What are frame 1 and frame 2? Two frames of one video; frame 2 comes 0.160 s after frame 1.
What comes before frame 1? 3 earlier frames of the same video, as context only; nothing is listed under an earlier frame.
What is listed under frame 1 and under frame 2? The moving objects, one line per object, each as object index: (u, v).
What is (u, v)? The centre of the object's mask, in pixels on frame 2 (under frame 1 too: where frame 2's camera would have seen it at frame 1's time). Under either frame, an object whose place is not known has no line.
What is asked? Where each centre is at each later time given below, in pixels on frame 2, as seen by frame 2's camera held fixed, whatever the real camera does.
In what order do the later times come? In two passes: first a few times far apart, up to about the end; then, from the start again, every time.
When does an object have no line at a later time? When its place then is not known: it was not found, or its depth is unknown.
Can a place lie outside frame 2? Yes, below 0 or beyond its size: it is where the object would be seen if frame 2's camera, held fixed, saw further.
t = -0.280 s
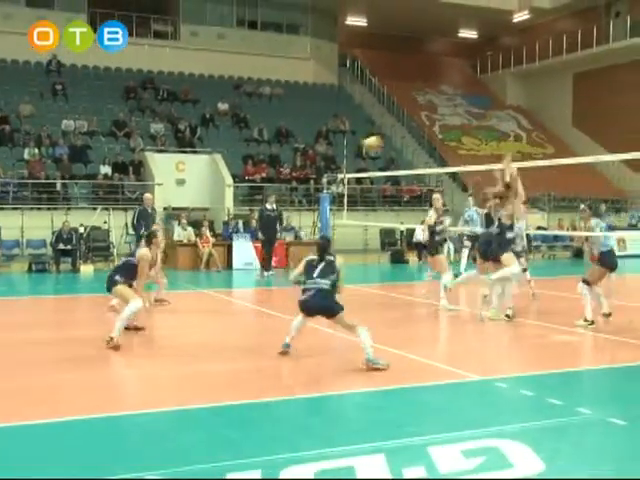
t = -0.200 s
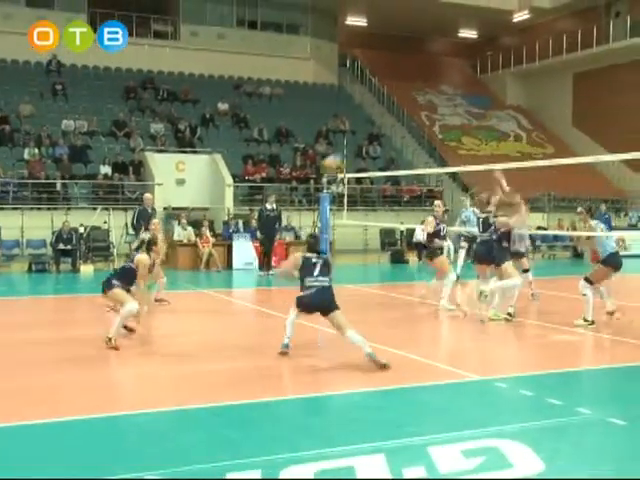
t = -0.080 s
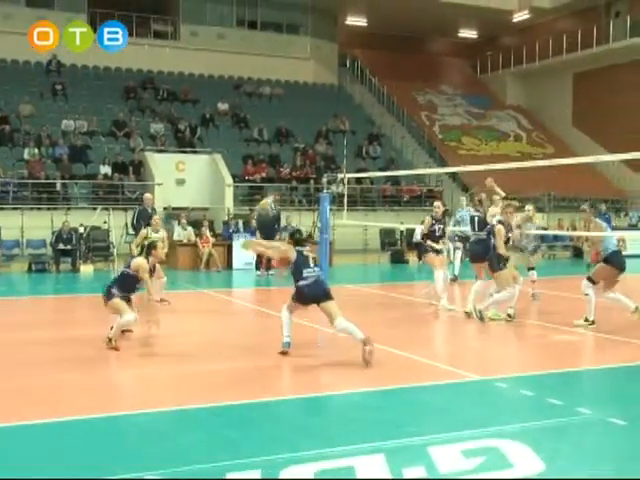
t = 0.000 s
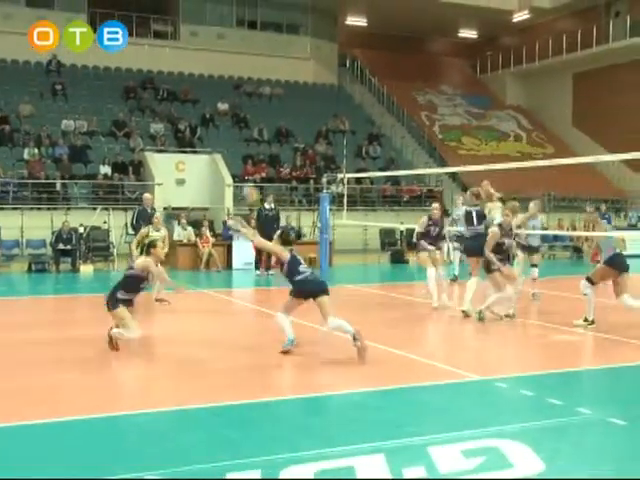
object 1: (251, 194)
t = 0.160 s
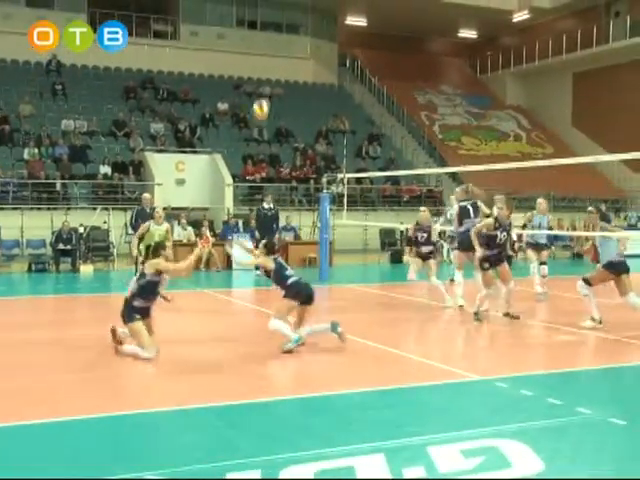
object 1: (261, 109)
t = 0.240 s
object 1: (266, 74)
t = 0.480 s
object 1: (282, 13)
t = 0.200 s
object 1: (263, 93)
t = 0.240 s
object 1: (266, 74)
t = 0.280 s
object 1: (270, 61)
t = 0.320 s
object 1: (272, 48)
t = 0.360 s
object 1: (275, 37)
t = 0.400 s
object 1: (277, 28)
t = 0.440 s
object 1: (279, 21)
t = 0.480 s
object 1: (282, 13)
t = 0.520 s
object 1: (284, 8)
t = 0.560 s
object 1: (286, 6)
